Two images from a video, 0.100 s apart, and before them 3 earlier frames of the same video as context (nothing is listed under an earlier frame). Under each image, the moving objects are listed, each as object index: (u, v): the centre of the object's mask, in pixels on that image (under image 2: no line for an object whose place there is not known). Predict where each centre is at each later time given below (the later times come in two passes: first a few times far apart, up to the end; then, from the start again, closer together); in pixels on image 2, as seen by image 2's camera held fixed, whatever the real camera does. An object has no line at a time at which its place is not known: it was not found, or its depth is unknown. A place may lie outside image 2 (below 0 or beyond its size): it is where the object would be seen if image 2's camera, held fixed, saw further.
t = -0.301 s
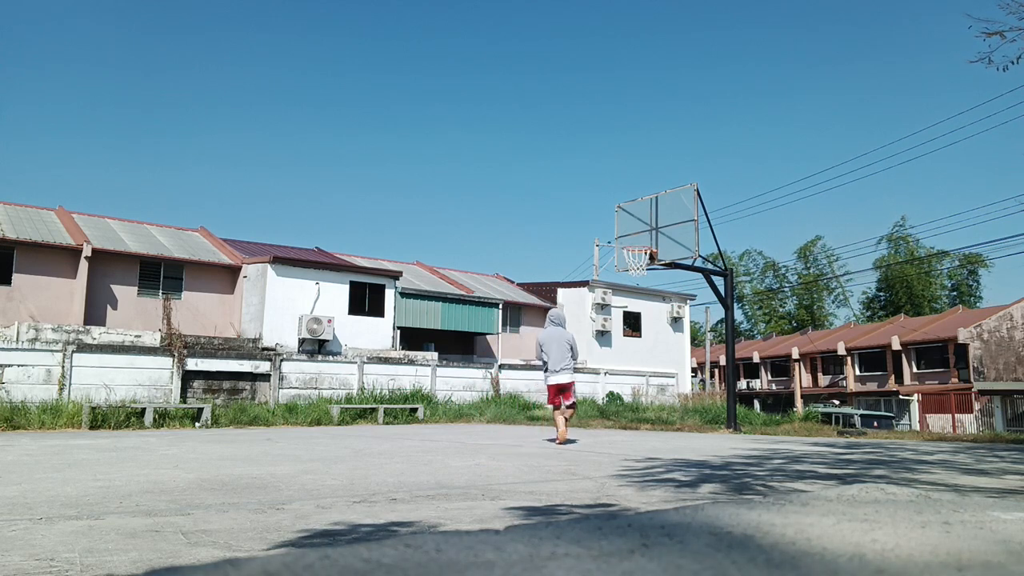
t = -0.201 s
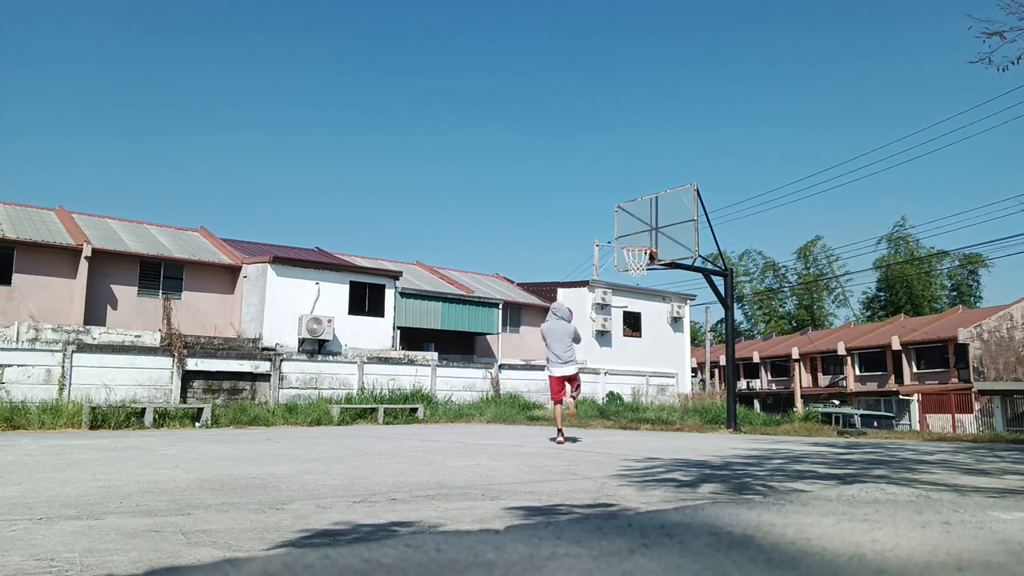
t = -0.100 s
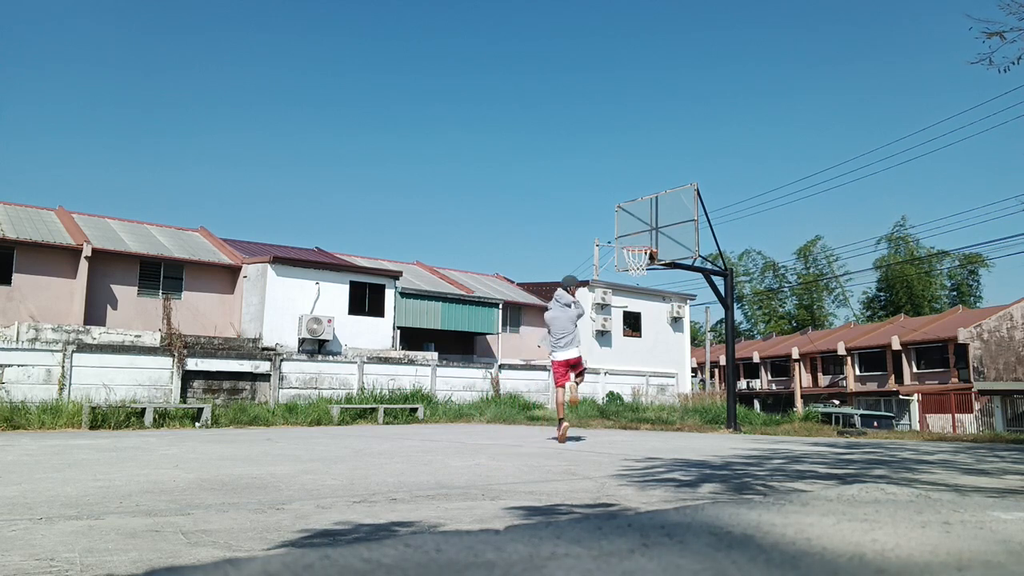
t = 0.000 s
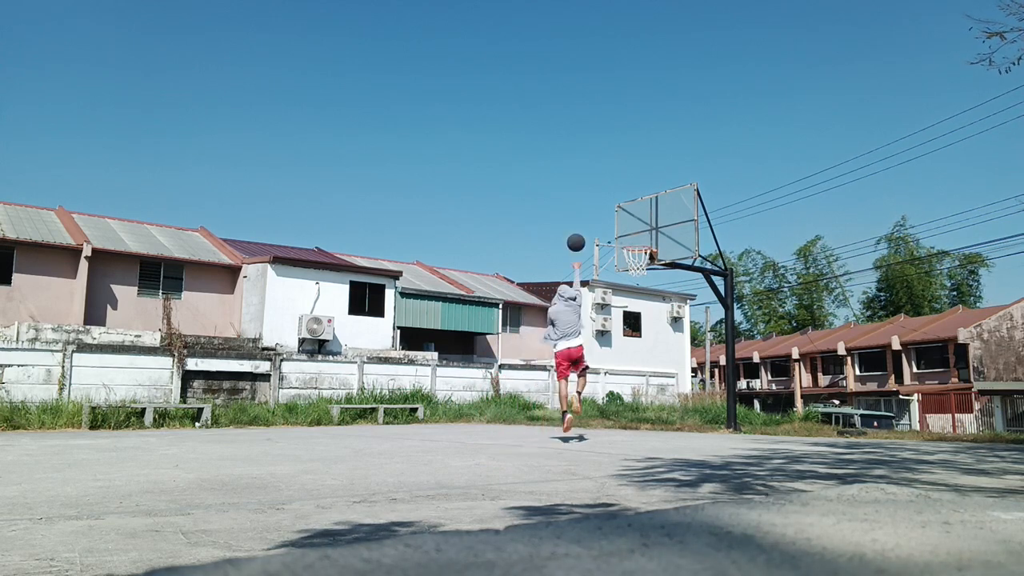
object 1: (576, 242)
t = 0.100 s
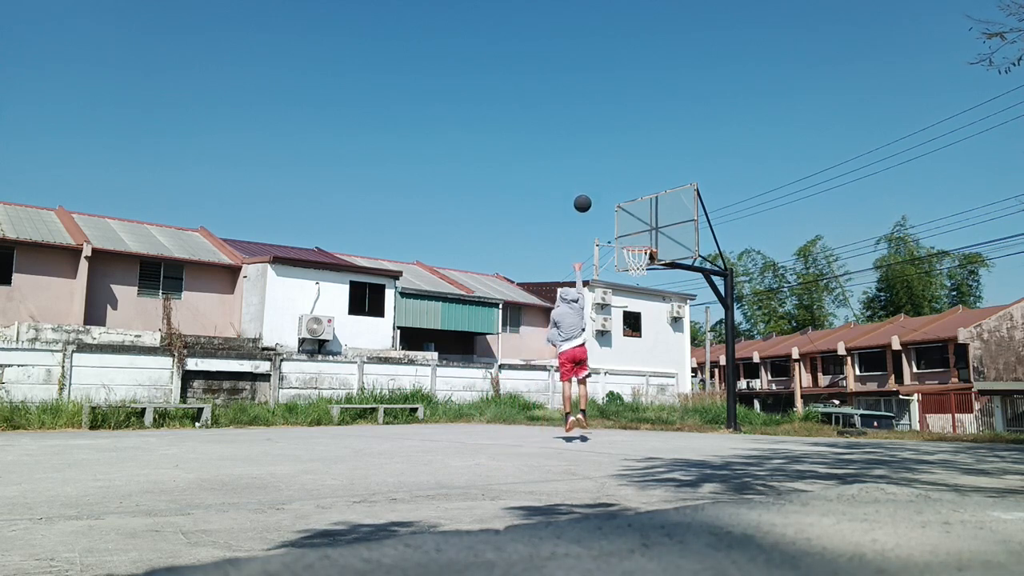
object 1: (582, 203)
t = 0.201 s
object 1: (588, 173)
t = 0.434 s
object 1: (601, 135)
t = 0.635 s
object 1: (611, 132)
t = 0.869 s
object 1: (621, 158)
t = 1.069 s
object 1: (630, 205)
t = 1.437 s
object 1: (643, 314)
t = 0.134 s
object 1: (584, 192)
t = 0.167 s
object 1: (586, 182)
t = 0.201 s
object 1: (588, 173)
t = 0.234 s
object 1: (591, 165)
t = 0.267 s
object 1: (592, 158)
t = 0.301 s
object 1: (594, 152)
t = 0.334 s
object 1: (596, 147)
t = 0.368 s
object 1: (598, 142)
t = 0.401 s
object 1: (599, 138)
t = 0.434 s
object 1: (601, 135)
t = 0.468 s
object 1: (603, 133)
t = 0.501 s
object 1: (604, 131)
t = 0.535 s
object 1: (606, 130)
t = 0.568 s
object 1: (608, 130)
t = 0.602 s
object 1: (609, 130)
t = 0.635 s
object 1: (611, 132)
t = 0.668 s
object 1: (612, 134)
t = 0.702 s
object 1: (614, 136)
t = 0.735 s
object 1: (615, 139)
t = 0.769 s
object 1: (617, 143)
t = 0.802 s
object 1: (618, 148)
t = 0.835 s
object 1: (620, 153)
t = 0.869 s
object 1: (621, 158)
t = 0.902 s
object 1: (623, 165)
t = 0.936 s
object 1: (624, 171)
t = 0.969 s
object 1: (625, 179)
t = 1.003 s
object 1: (627, 187)
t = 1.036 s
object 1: (628, 195)
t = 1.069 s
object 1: (630, 205)
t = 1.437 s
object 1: (643, 314)
